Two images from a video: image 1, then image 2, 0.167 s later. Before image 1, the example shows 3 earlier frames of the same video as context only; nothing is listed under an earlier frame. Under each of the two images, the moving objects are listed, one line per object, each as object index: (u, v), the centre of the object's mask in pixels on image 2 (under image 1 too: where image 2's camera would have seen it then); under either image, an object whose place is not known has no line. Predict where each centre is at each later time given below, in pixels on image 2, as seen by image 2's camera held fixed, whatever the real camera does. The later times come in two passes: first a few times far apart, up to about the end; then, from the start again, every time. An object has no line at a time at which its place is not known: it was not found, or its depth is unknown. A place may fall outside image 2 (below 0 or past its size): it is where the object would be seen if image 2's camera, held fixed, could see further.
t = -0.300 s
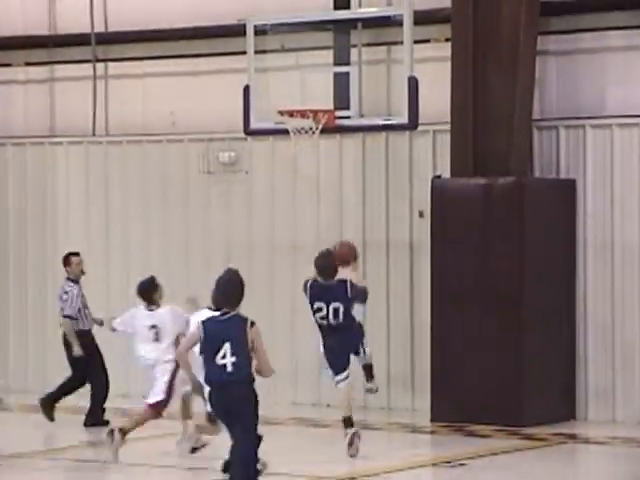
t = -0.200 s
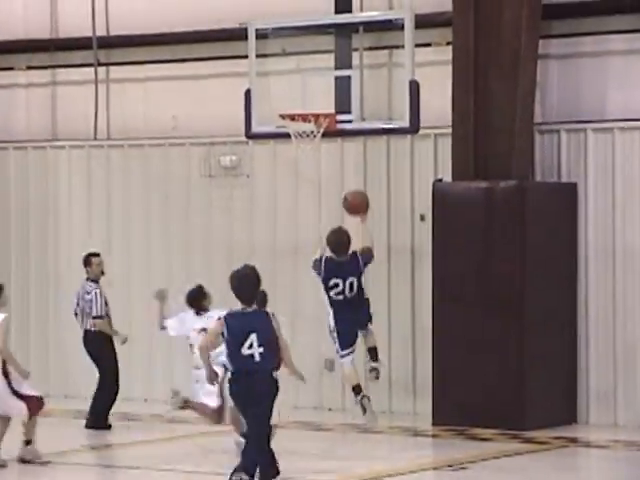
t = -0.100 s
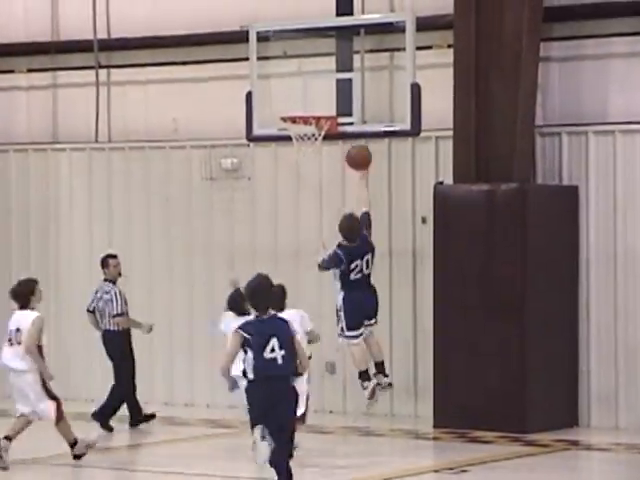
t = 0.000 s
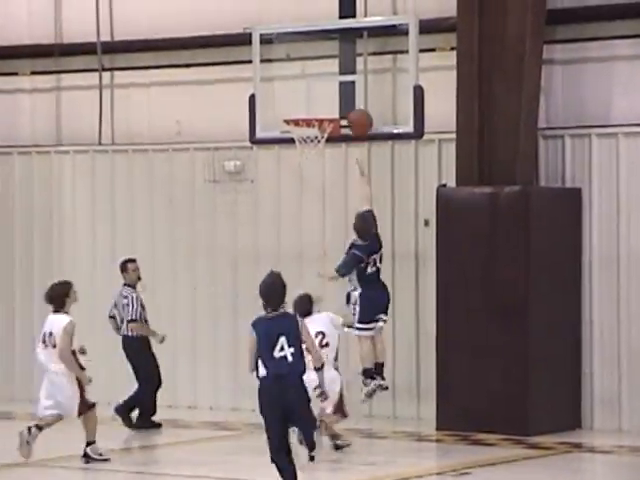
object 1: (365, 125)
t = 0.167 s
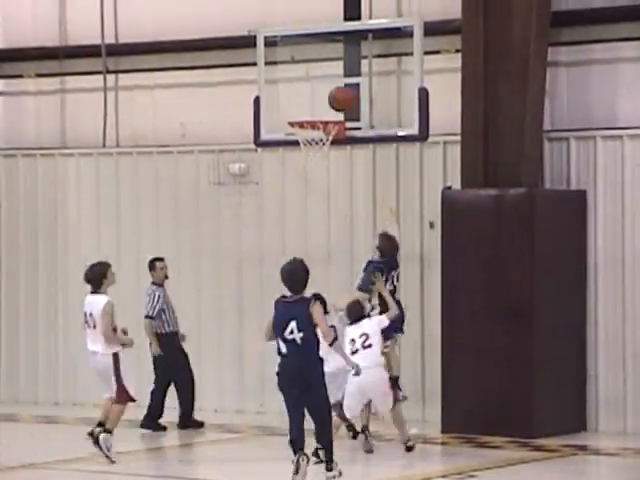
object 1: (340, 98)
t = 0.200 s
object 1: (333, 98)
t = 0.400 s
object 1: (305, 106)
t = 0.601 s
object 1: (288, 124)
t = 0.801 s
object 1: (269, 181)
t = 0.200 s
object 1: (333, 98)
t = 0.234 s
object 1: (329, 98)
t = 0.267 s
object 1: (323, 99)
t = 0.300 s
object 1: (317, 102)
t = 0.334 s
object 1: (311, 106)
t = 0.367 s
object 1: (307, 107)
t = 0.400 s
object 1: (305, 106)
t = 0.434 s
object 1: (303, 106)
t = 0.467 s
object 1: (300, 108)
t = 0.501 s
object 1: (298, 112)
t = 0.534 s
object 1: (295, 115)
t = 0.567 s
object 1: (291, 119)
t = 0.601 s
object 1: (288, 124)
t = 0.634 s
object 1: (285, 130)
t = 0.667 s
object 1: (281, 138)
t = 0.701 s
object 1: (279, 147)
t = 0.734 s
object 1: (275, 158)
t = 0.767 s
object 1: (273, 169)
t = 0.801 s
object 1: (269, 181)
